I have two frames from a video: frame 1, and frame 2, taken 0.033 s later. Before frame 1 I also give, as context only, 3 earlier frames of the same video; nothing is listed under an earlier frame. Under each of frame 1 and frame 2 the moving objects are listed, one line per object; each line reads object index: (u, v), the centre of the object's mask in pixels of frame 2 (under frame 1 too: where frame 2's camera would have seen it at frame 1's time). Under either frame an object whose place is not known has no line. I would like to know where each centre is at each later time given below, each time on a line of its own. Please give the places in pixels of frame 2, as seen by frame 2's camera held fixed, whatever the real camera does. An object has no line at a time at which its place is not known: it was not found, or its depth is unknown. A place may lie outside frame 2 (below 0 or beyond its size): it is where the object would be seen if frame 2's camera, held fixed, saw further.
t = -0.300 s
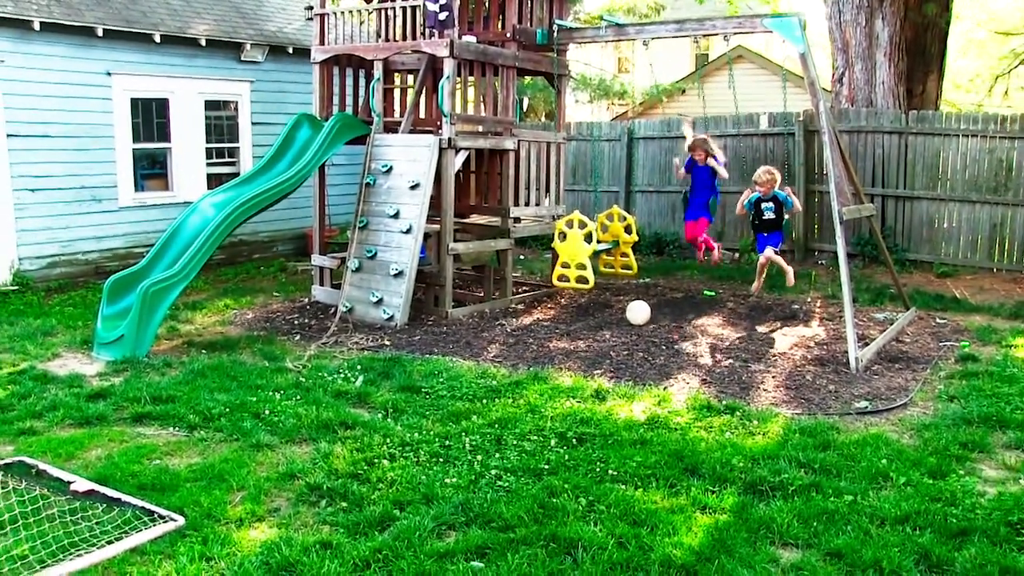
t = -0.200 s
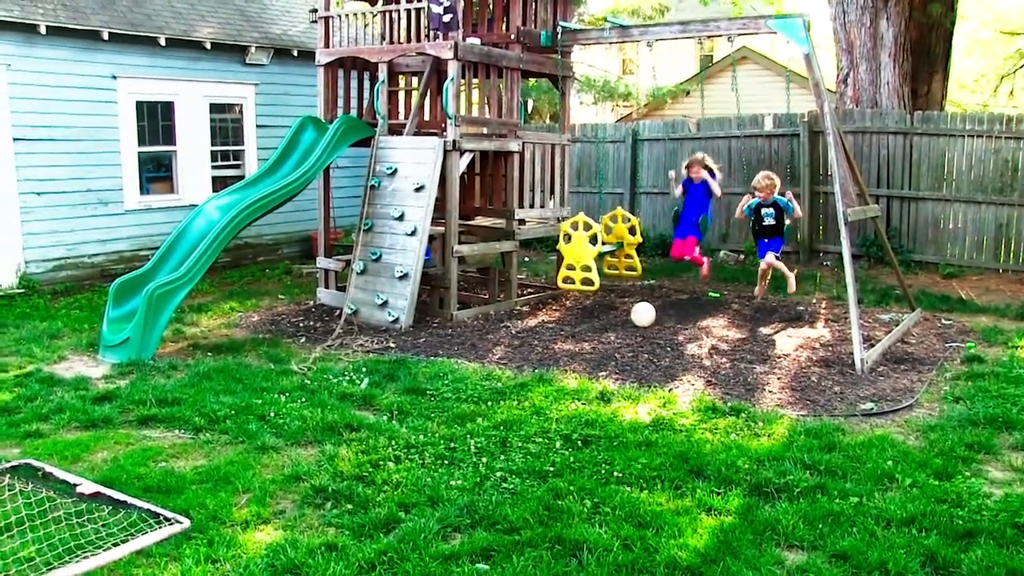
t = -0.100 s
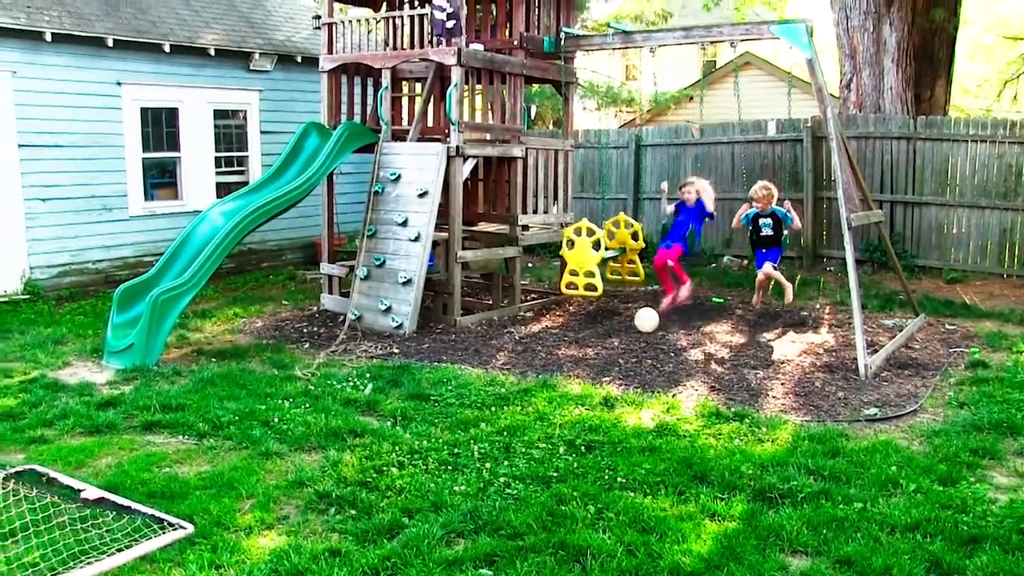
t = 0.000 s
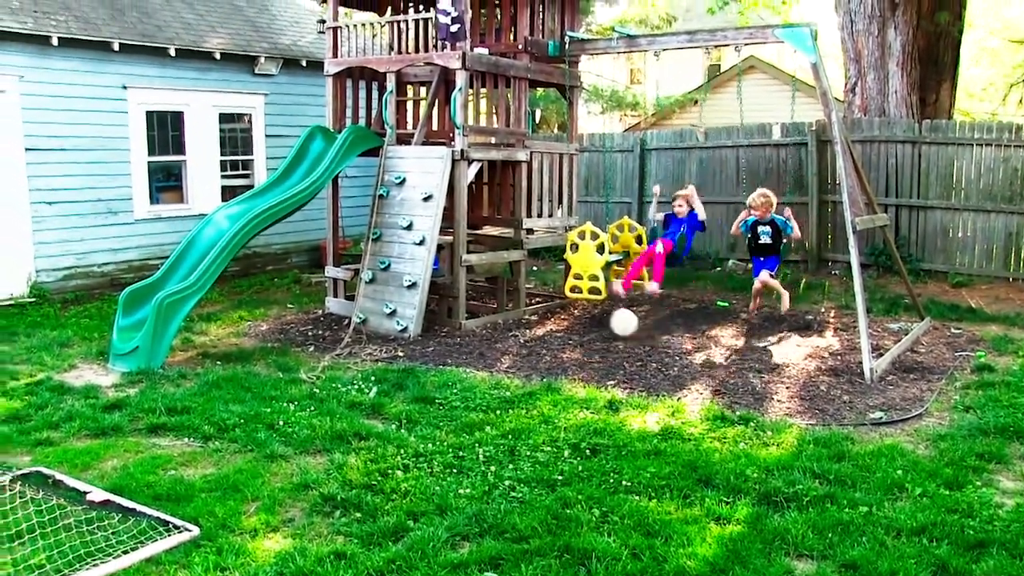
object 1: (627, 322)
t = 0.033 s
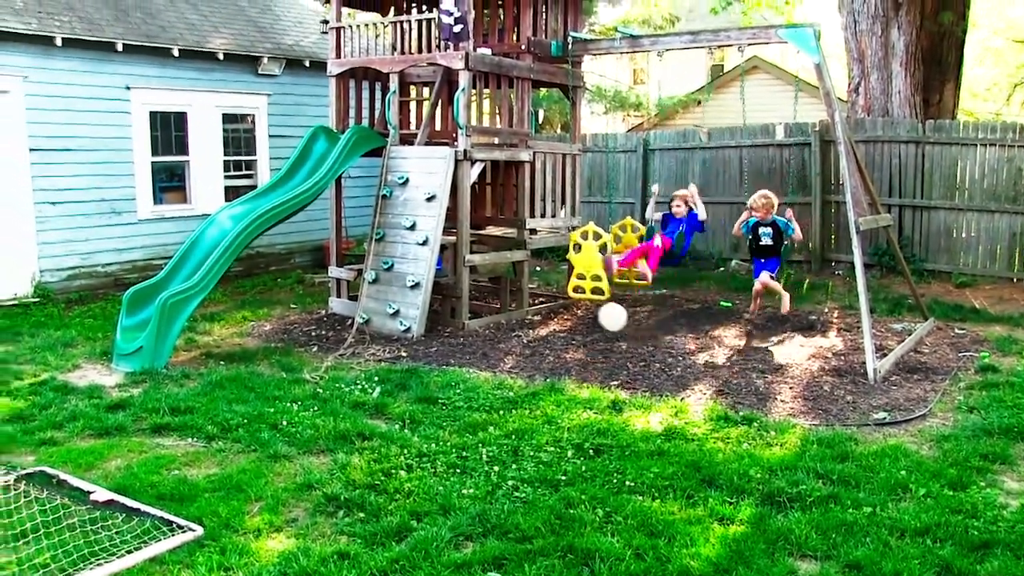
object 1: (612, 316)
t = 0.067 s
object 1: (598, 314)
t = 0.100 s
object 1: (583, 311)
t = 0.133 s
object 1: (568, 309)
